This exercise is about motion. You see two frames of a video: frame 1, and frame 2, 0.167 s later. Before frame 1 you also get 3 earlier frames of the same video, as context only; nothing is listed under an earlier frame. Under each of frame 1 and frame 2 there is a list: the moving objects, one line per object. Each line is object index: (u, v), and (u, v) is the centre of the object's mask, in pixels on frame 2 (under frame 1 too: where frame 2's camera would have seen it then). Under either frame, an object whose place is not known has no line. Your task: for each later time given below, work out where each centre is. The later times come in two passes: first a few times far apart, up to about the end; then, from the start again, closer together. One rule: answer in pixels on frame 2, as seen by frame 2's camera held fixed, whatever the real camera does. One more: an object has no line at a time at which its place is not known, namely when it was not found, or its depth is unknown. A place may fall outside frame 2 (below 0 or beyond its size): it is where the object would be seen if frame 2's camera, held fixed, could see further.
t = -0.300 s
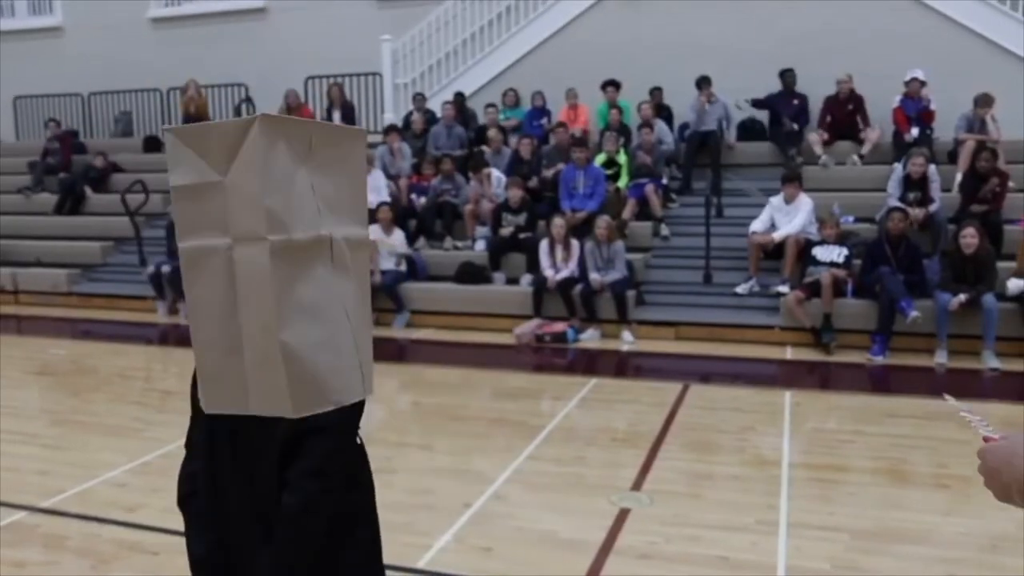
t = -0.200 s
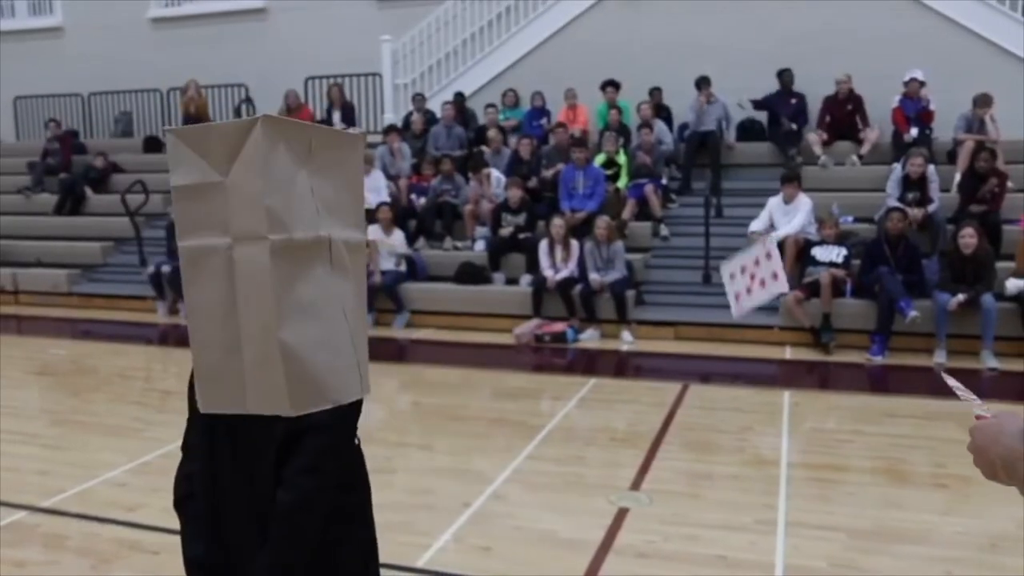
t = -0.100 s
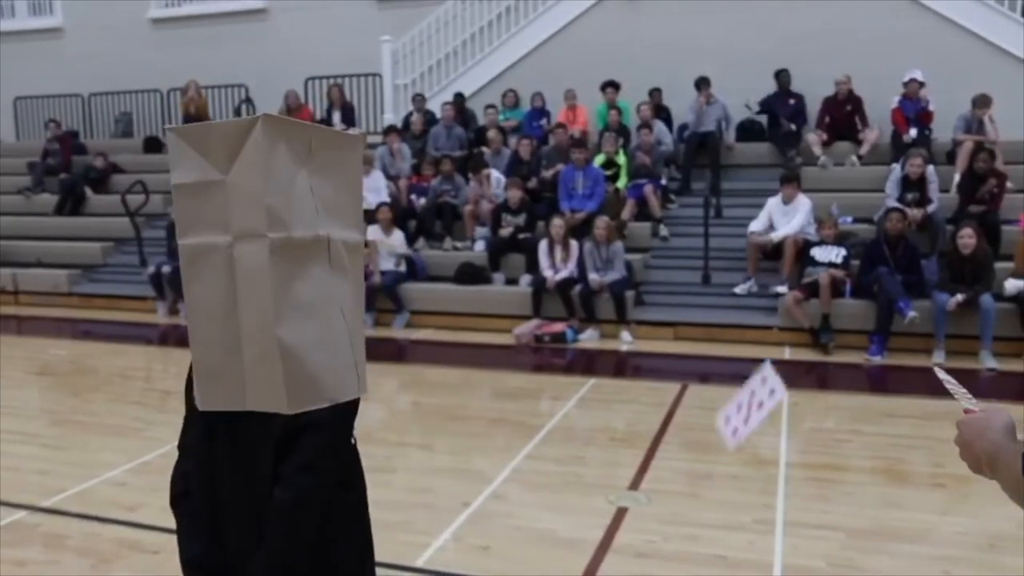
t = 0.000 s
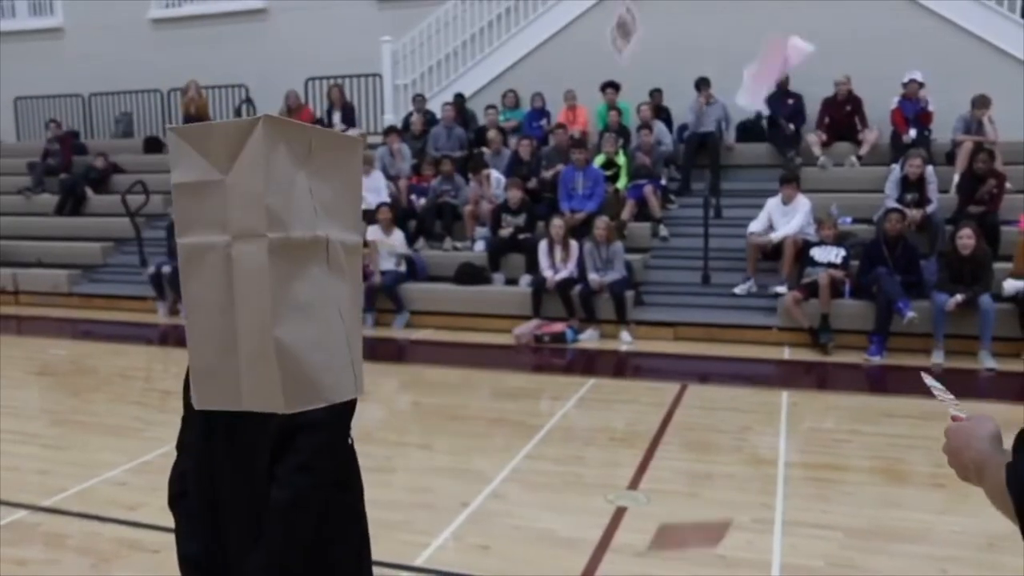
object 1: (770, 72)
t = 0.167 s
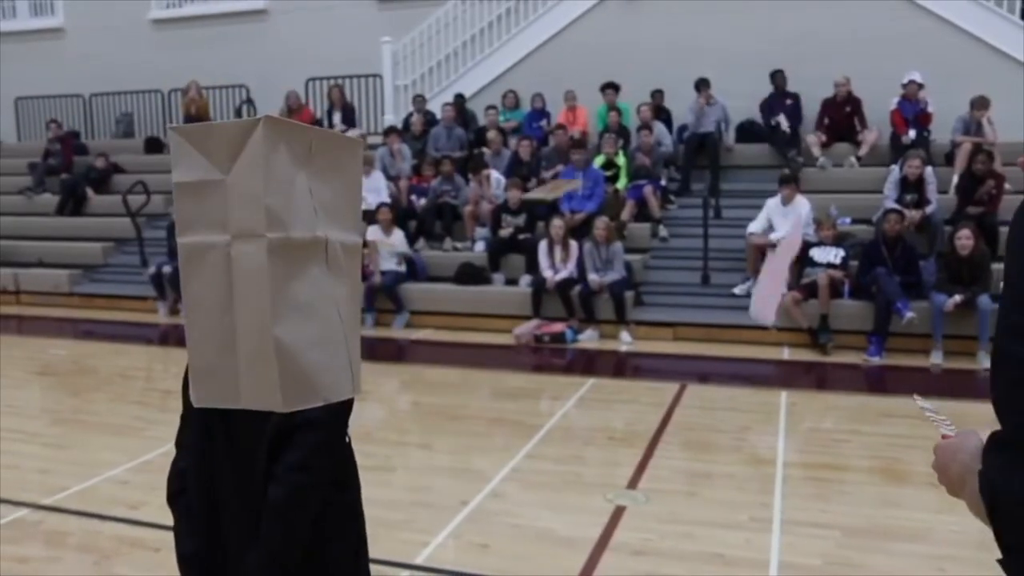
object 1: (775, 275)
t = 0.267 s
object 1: (768, 425)
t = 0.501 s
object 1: (738, 491)
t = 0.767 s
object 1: (732, 483)
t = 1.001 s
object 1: (712, 481)
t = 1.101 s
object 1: (718, 481)
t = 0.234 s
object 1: (769, 379)
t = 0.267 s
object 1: (768, 425)
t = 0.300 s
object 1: (766, 476)
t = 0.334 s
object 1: (765, 494)
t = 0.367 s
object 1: (767, 490)
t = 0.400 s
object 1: (783, 490)
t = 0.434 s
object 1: (759, 491)
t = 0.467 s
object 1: (757, 490)
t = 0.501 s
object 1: (738, 491)
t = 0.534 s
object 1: (737, 491)
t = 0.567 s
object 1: (734, 490)
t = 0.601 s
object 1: (729, 489)
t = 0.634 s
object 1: (728, 491)
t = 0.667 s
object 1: (725, 491)
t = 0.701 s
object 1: (721, 490)
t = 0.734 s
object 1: (717, 489)
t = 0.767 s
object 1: (732, 483)
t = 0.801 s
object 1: (731, 482)
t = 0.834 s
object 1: (721, 483)
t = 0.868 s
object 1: (720, 483)
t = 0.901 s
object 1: (717, 483)
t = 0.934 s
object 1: (715, 481)
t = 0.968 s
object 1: (712, 481)
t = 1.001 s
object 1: (712, 481)
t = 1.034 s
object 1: (710, 481)
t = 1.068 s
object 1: (710, 481)
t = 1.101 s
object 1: (718, 481)
